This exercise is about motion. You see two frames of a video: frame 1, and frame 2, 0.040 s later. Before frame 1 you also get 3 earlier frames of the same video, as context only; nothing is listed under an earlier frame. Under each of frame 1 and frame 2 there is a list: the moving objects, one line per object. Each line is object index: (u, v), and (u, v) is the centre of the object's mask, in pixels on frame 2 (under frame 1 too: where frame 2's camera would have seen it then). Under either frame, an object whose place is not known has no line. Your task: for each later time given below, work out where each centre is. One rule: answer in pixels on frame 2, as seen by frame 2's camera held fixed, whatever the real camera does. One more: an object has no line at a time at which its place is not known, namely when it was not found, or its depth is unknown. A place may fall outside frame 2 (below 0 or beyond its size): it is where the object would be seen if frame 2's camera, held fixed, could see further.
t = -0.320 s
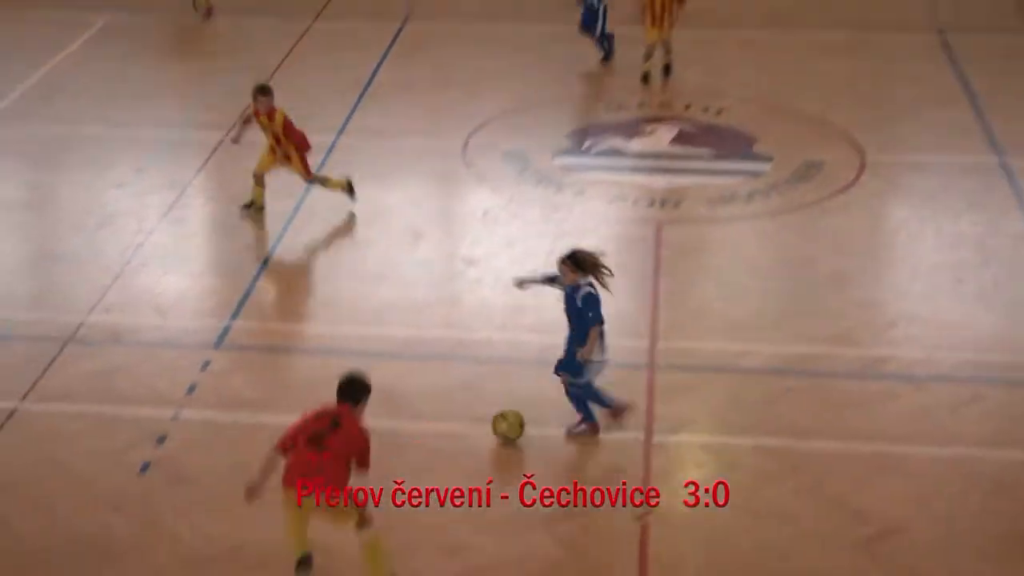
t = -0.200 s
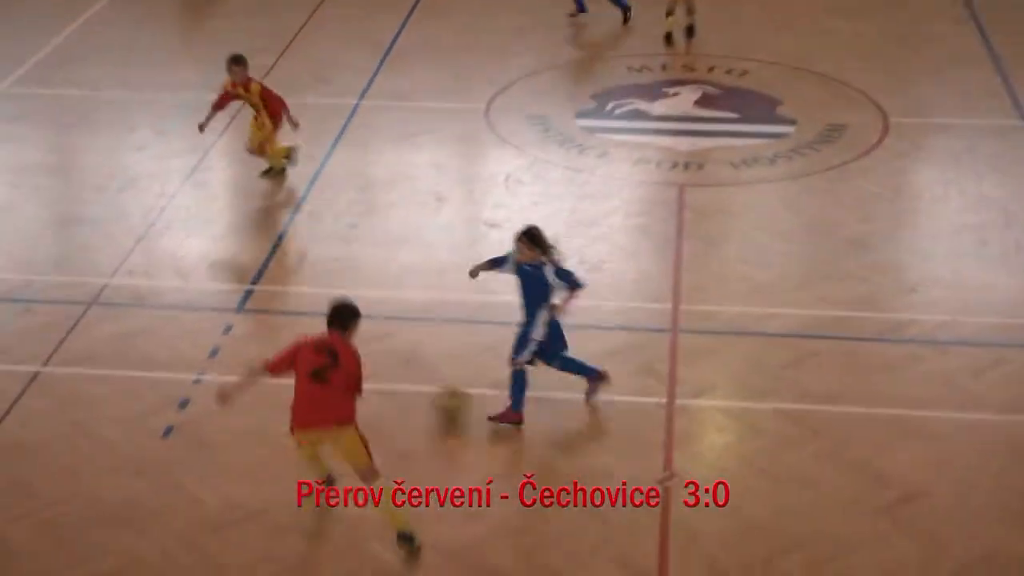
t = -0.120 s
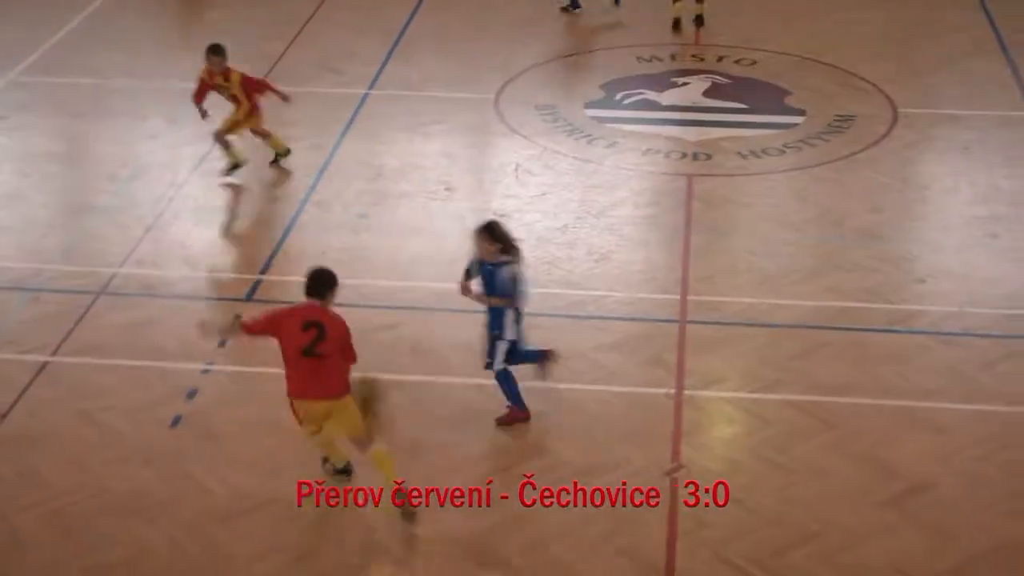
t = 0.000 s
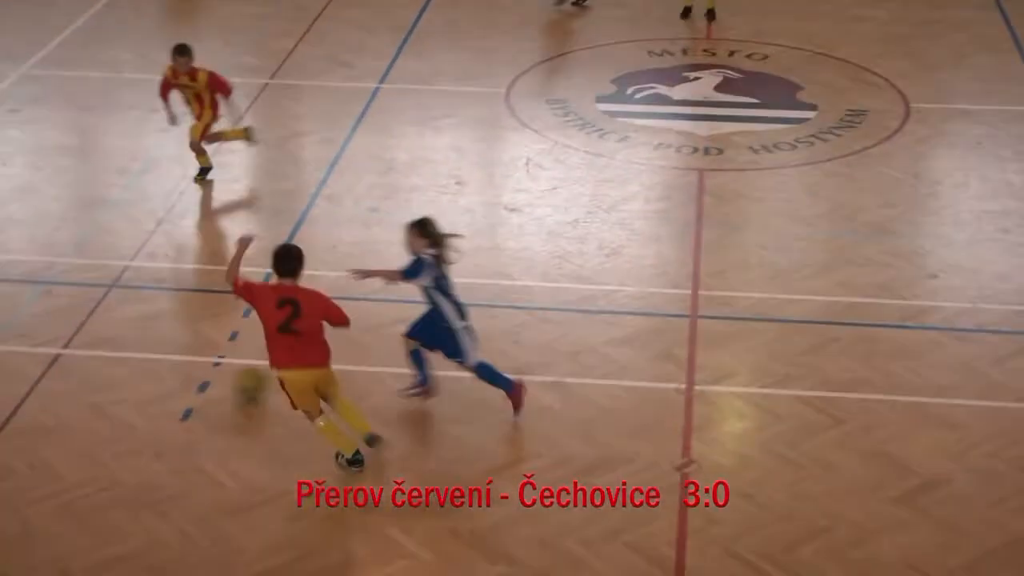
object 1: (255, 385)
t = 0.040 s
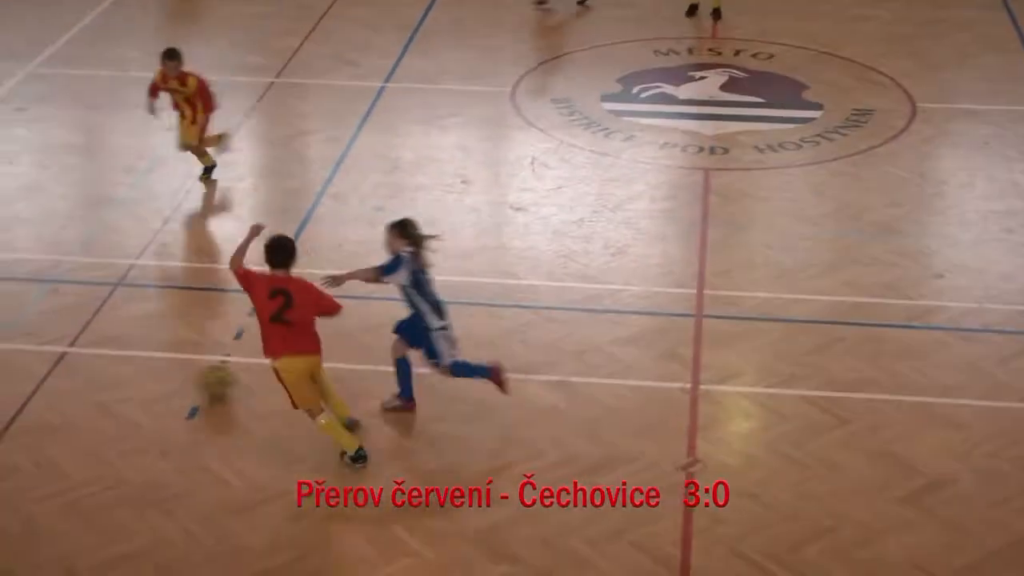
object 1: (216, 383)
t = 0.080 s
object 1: (179, 382)
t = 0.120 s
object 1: (141, 380)
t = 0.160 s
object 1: (105, 379)
